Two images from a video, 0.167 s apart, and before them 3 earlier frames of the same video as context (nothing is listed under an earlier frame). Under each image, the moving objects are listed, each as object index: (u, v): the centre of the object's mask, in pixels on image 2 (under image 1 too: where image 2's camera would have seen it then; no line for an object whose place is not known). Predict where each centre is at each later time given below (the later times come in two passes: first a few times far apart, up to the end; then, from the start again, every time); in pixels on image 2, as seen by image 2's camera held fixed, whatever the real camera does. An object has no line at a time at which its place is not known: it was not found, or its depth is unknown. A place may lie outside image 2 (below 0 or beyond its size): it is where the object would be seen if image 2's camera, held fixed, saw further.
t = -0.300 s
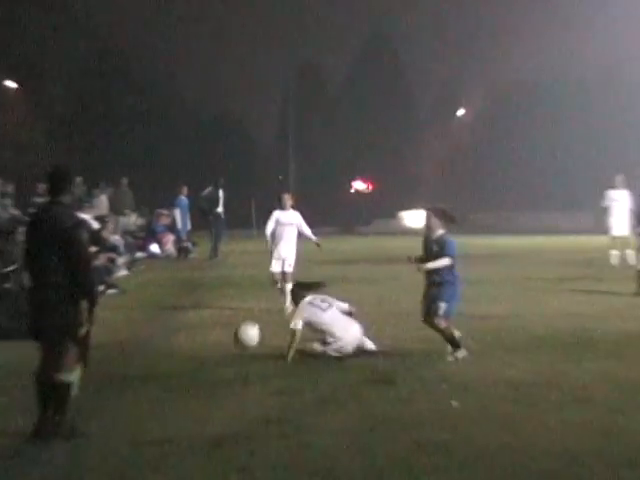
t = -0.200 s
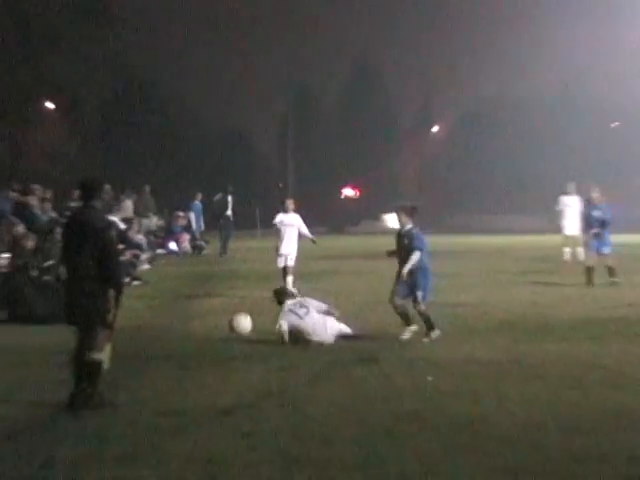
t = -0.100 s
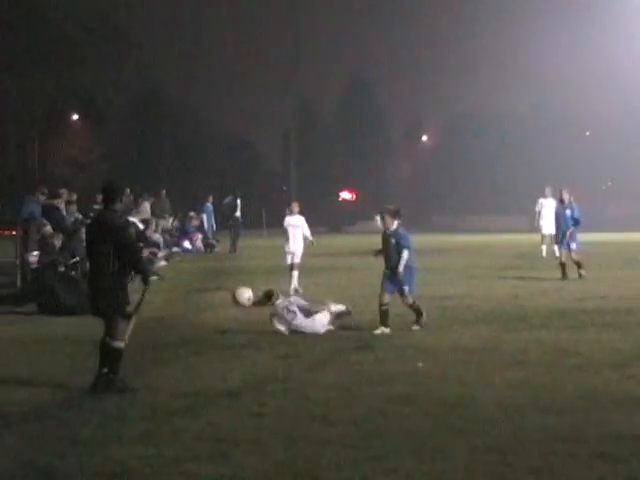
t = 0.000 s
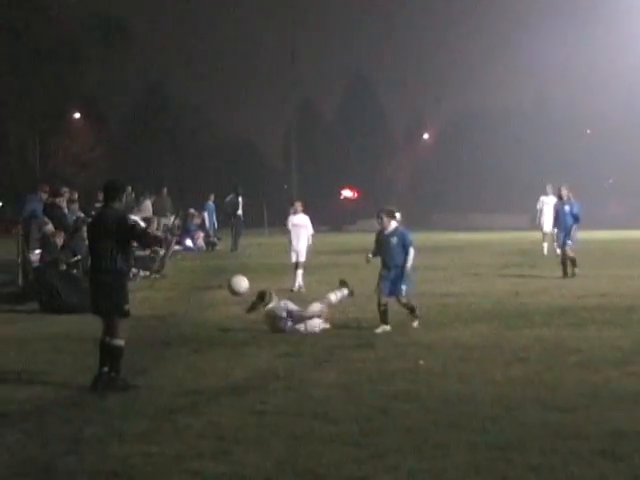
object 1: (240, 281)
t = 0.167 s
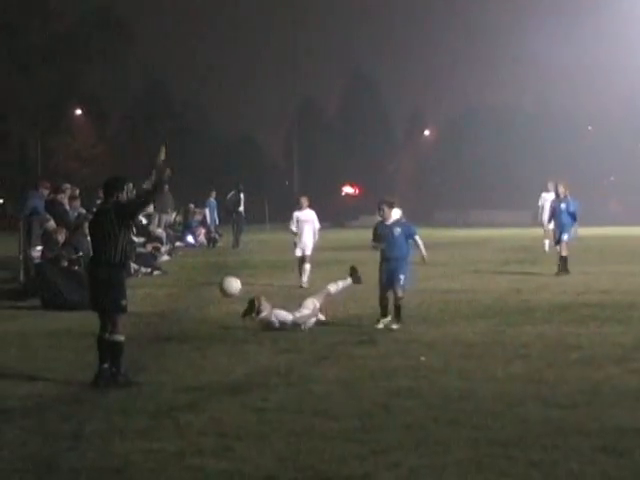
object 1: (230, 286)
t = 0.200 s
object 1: (228, 291)
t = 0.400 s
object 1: (218, 335)
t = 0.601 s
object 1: (205, 319)
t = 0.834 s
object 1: (190, 345)
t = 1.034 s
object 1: (175, 344)
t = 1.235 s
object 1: (159, 352)
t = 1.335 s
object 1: (150, 359)
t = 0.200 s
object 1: (228, 291)
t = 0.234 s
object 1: (226, 296)
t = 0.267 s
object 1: (224, 302)
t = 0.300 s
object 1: (223, 310)
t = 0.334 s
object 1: (221, 318)
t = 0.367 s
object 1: (220, 328)
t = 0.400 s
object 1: (218, 335)
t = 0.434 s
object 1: (216, 330)
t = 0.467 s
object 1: (213, 325)
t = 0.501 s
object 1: (211, 322)
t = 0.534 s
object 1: (210, 320)
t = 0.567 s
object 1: (207, 319)
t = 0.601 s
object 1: (205, 319)
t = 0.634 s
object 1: (203, 319)
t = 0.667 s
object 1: (201, 321)
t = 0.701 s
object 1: (199, 324)
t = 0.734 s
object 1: (197, 328)
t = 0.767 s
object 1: (195, 334)
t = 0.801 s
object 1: (193, 341)
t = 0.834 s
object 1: (190, 345)
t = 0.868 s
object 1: (188, 342)
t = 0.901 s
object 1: (185, 340)
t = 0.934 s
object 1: (182, 339)
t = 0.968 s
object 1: (180, 339)
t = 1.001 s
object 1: (178, 341)
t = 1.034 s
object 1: (175, 344)
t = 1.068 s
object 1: (173, 347)
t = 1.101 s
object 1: (170, 352)
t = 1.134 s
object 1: (168, 352)
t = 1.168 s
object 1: (165, 351)
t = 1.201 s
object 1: (162, 351)
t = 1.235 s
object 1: (159, 352)
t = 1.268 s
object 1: (157, 354)
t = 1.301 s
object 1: (153, 358)
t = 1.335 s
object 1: (150, 359)
